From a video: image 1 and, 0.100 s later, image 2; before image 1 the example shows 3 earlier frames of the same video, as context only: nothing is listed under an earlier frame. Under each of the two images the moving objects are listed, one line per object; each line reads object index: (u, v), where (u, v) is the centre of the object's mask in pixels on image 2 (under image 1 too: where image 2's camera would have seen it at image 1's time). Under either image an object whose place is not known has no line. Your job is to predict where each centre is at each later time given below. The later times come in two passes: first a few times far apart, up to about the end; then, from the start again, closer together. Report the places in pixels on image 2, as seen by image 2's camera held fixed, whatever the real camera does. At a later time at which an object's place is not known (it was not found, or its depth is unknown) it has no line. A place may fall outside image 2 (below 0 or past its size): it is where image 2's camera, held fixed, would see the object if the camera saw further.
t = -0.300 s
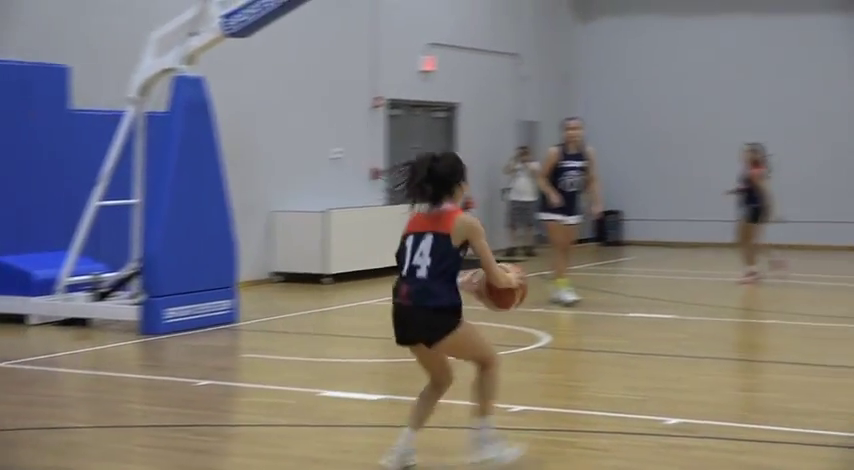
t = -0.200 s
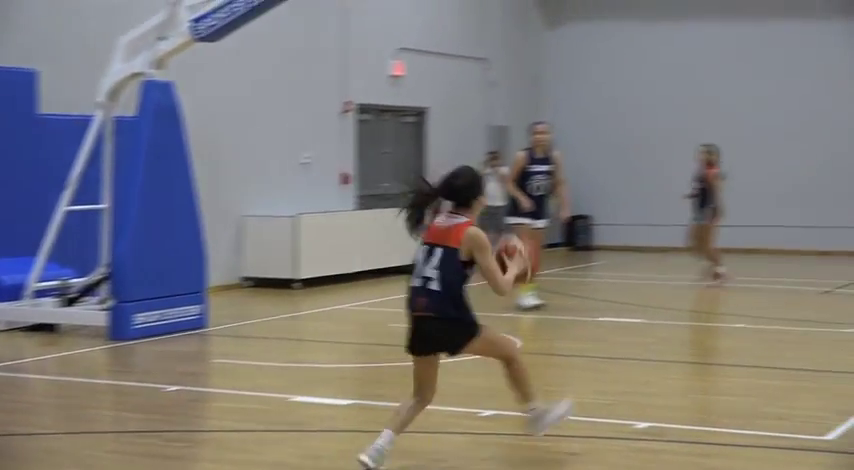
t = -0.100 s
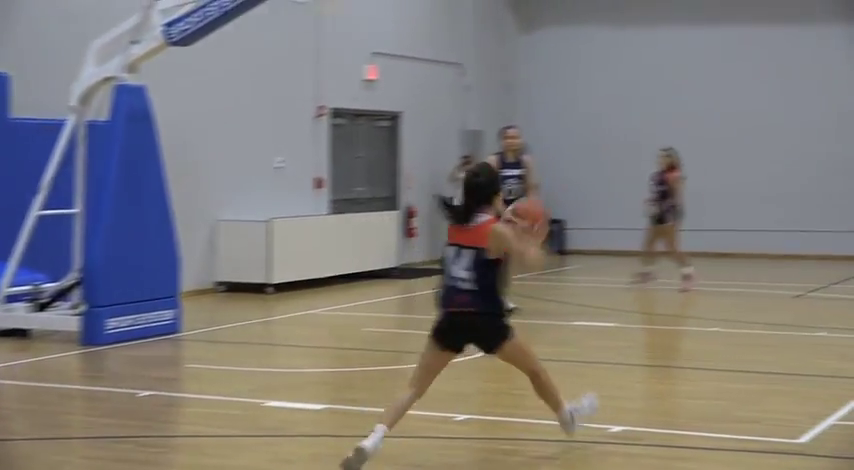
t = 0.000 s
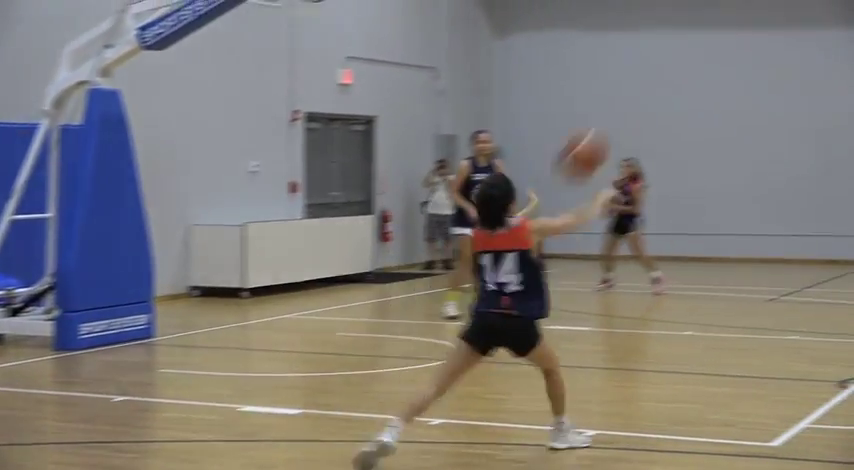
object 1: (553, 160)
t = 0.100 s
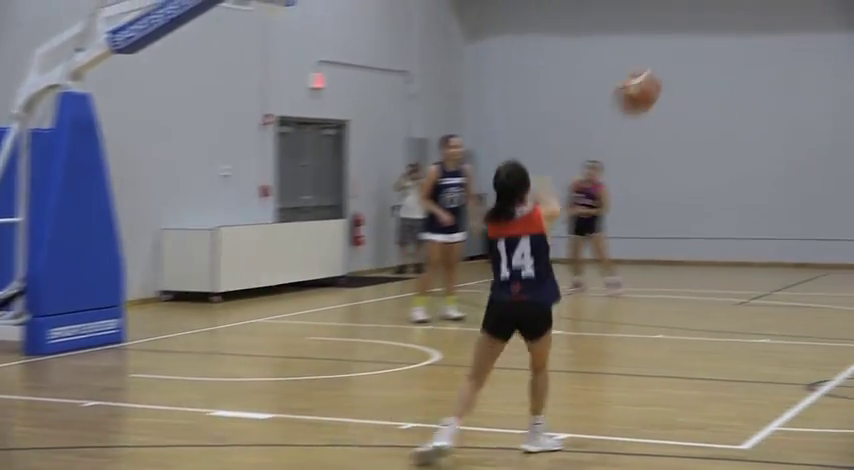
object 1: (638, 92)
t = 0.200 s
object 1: (709, 48)
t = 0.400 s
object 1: (820, 18)
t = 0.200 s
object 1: (709, 48)
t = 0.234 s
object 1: (730, 38)
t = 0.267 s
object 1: (751, 31)
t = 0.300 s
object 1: (770, 25)
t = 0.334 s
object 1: (788, 20)
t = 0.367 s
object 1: (804, 18)
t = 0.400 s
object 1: (820, 18)
